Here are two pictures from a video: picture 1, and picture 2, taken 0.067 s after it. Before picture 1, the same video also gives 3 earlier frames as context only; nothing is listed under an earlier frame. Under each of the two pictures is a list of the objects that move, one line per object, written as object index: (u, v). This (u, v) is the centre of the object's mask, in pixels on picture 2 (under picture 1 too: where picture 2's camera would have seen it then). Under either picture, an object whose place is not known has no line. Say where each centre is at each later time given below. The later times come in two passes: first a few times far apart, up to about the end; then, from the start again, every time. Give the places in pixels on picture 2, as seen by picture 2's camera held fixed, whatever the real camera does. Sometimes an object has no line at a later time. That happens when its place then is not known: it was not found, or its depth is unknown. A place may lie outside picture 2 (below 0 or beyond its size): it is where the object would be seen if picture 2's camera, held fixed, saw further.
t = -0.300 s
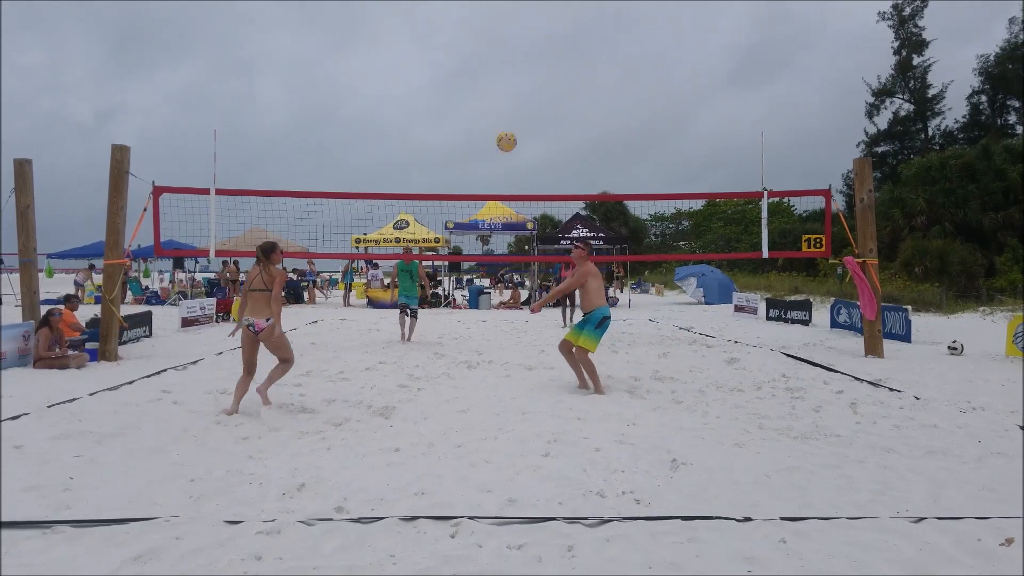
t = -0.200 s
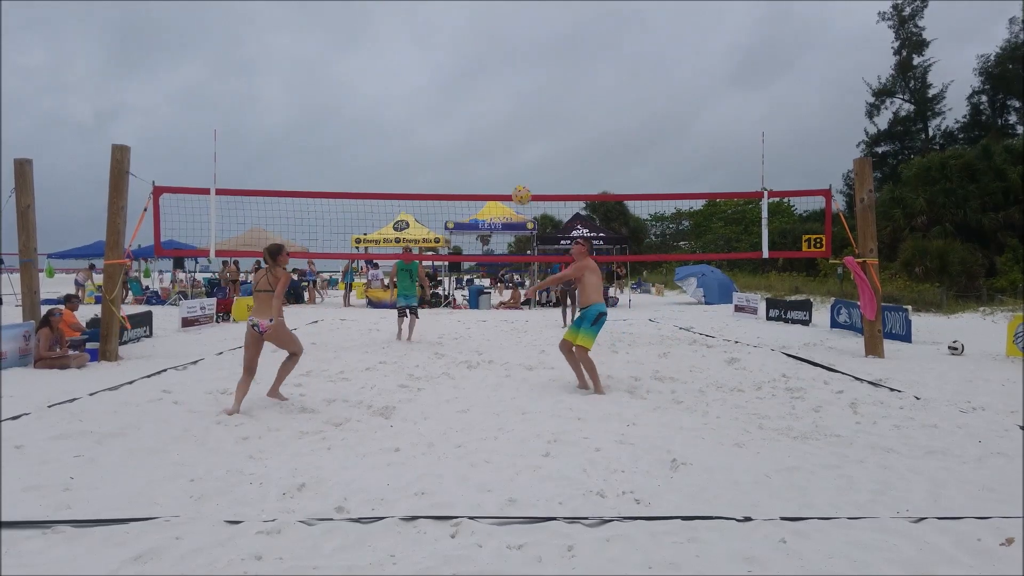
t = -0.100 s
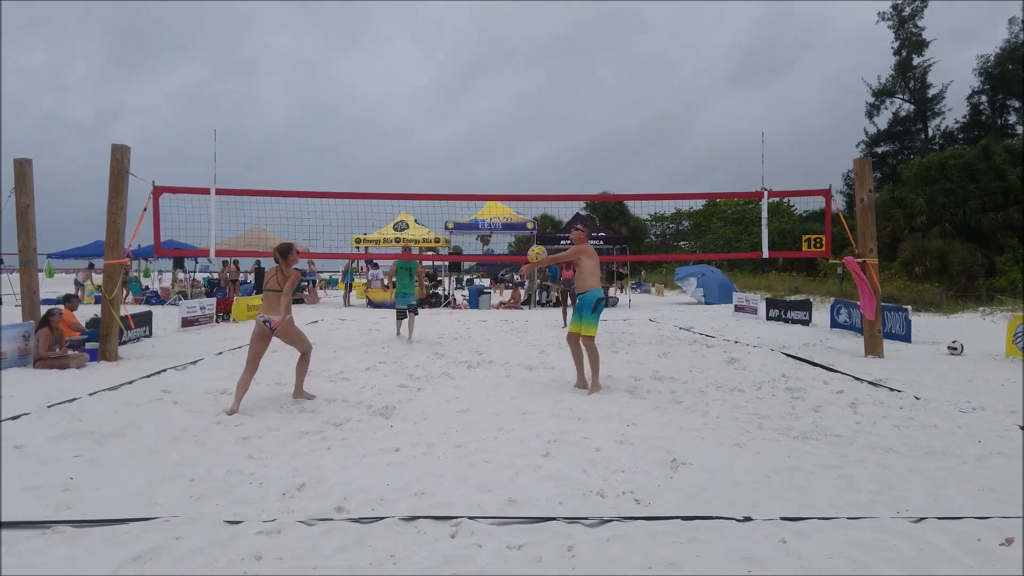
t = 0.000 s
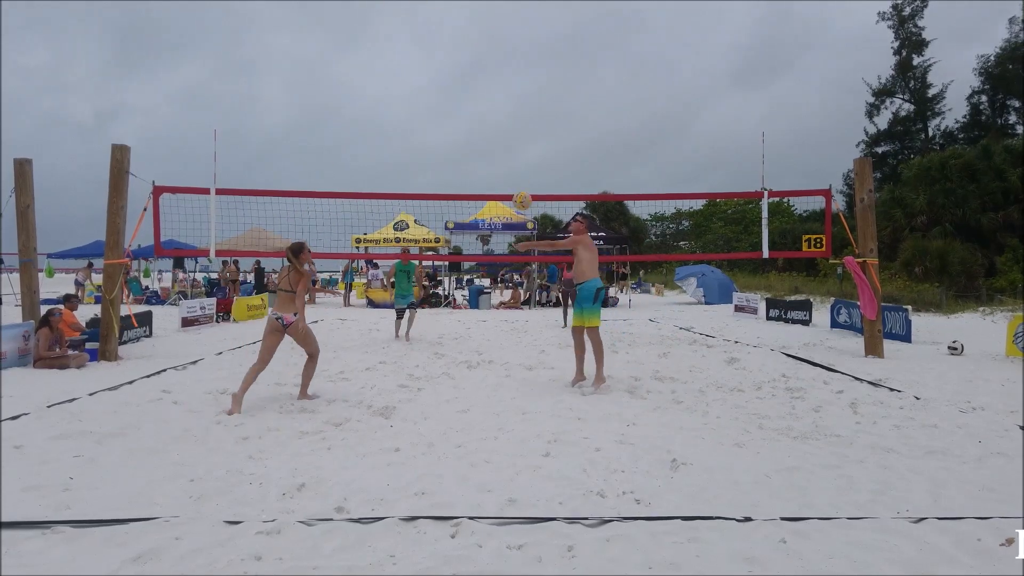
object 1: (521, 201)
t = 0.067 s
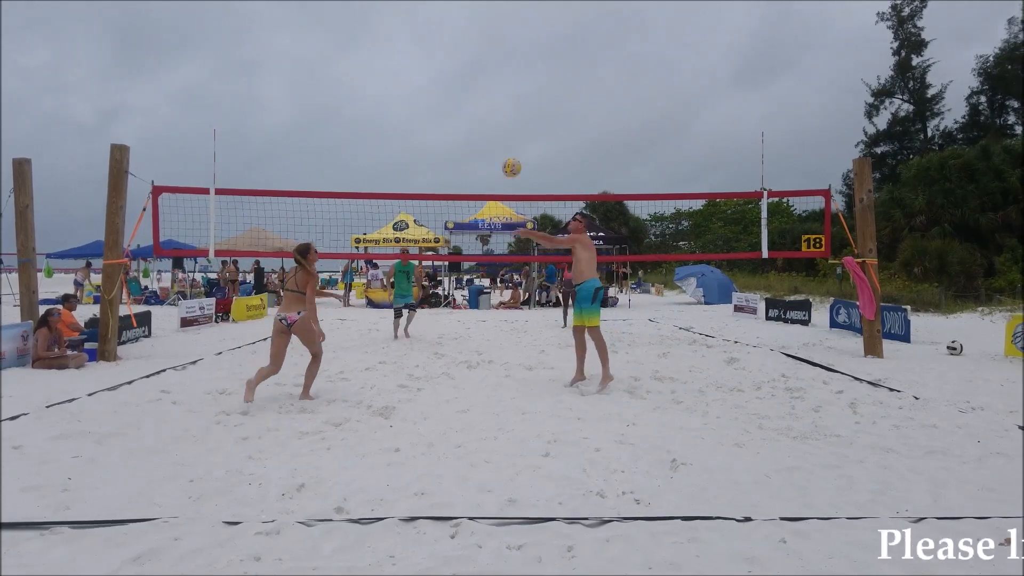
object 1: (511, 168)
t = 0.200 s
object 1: (491, 113)
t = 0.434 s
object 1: (459, 57)
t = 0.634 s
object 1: (436, 47)
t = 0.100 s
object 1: (507, 153)
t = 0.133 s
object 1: (501, 138)
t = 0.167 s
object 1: (496, 125)
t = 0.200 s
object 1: (491, 113)
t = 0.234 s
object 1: (486, 102)
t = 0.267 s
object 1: (481, 92)
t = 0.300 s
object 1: (477, 83)
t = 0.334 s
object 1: (472, 75)
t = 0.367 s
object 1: (468, 69)
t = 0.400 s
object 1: (463, 62)
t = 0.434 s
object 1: (459, 57)
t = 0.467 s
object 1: (455, 53)
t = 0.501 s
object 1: (451, 50)
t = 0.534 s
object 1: (447, 48)
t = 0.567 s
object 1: (443, 46)
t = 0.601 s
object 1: (440, 46)
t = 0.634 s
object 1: (436, 47)
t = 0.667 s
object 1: (433, 48)
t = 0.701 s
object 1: (430, 51)
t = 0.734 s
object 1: (427, 55)
